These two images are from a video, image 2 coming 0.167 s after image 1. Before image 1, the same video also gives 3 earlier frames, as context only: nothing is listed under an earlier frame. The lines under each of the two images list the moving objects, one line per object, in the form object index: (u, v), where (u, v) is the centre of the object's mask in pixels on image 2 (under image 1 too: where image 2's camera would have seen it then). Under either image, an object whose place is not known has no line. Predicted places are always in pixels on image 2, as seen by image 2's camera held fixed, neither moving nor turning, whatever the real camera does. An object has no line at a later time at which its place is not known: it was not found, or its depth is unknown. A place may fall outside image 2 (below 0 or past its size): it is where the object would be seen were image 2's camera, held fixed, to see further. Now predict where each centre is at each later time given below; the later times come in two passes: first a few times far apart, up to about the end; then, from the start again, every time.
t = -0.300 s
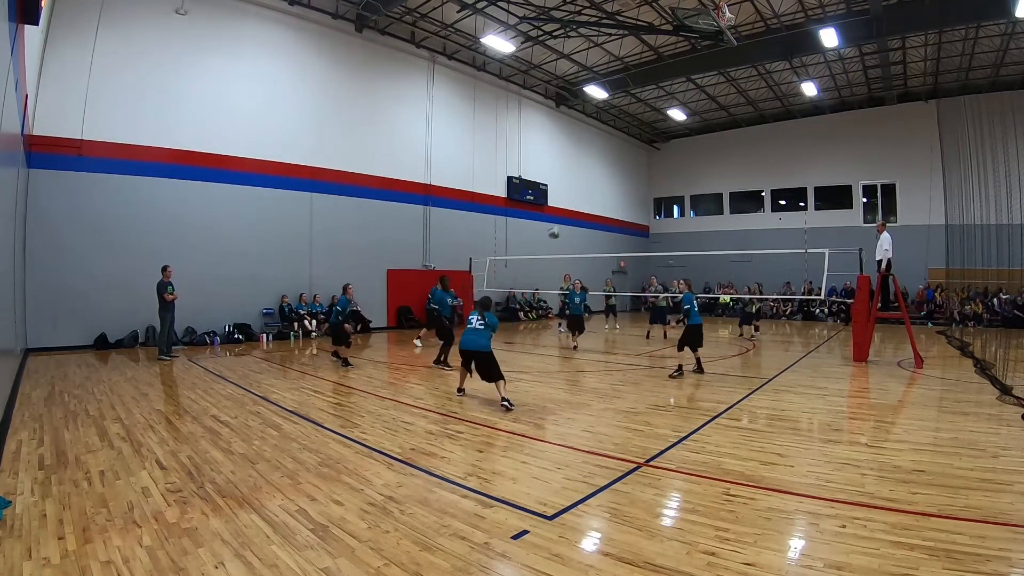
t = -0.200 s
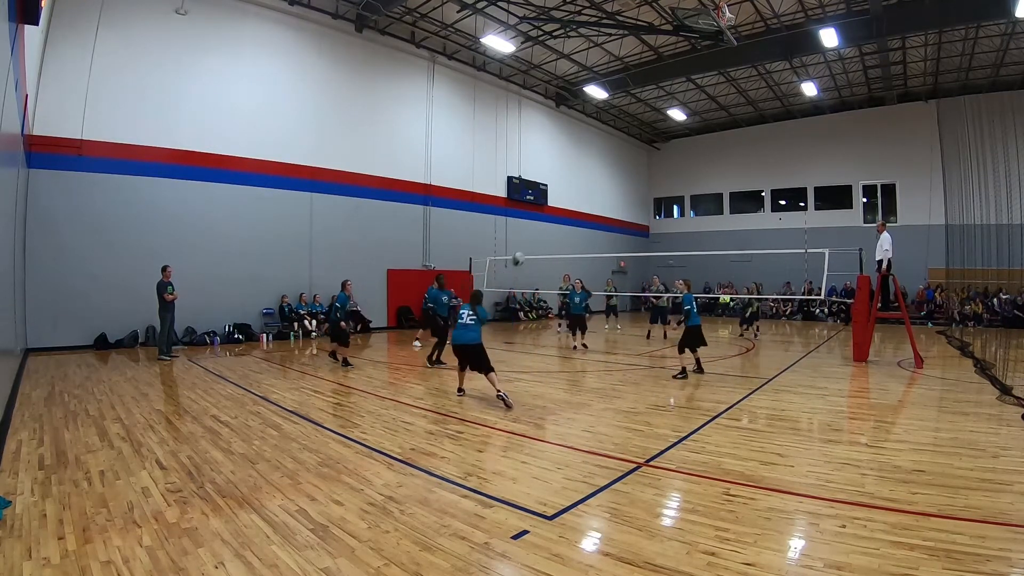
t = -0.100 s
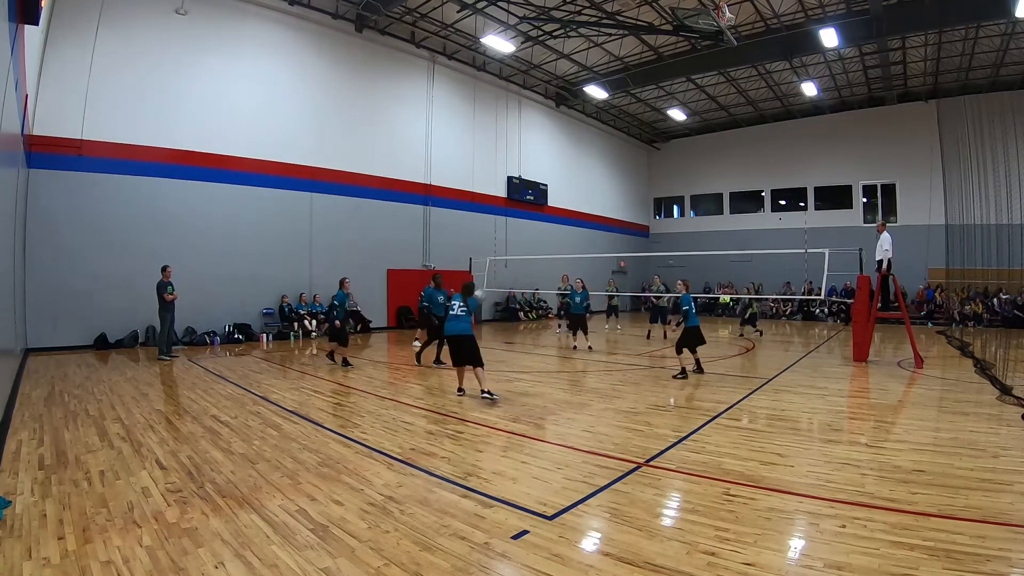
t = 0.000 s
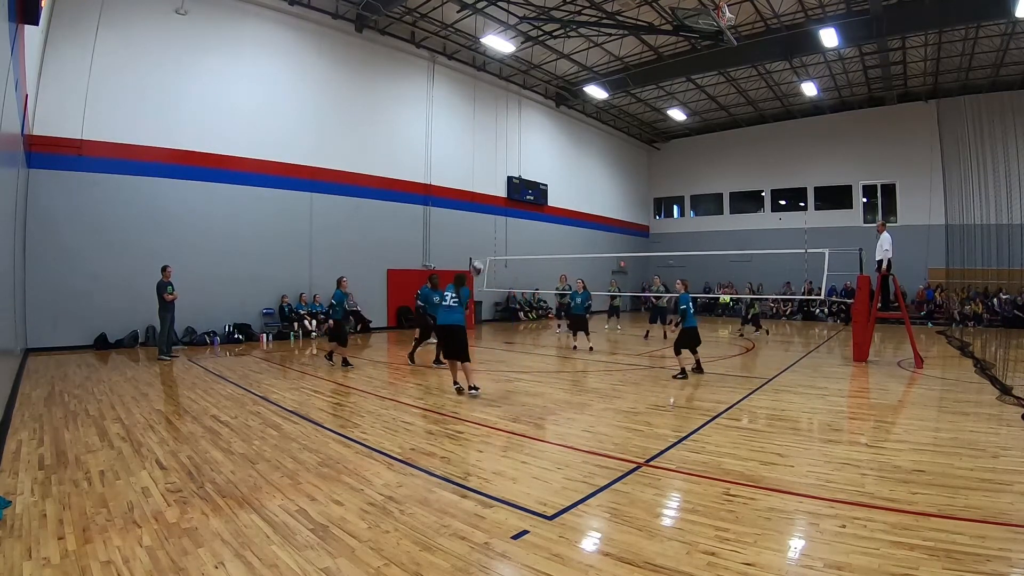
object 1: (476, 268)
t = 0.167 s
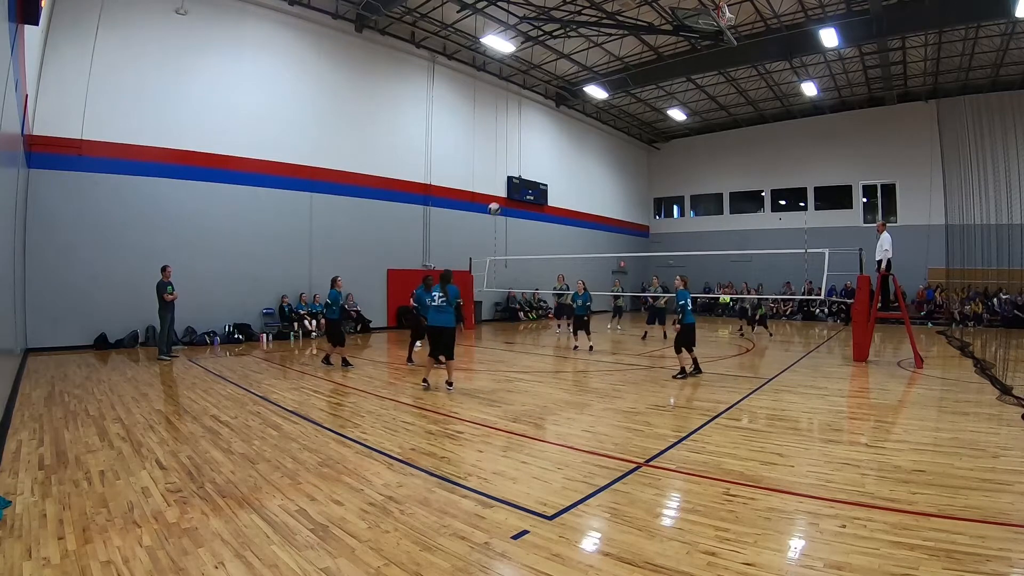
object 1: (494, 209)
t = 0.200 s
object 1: (497, 200)
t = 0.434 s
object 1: (514, 164)
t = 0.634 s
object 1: (525, 159)
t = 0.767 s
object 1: (532, 166)
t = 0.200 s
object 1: (497, 200)
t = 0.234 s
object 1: (500, 193)
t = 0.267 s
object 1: (502, 187)
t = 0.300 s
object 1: (504, 181)
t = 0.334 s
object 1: (507, 175)
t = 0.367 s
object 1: (509, 171)
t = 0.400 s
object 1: (512, 167)
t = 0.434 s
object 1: (514, 164)
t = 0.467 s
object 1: (516, 162)
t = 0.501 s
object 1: (518, 160)
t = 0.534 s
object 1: (520, 159)
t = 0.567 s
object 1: (522, 158)
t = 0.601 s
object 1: (524, 158)
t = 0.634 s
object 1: (525, 159)
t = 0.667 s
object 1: (527, 160)
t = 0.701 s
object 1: (529, 162)
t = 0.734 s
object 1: (531, 164)
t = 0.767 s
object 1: (532, 166)
